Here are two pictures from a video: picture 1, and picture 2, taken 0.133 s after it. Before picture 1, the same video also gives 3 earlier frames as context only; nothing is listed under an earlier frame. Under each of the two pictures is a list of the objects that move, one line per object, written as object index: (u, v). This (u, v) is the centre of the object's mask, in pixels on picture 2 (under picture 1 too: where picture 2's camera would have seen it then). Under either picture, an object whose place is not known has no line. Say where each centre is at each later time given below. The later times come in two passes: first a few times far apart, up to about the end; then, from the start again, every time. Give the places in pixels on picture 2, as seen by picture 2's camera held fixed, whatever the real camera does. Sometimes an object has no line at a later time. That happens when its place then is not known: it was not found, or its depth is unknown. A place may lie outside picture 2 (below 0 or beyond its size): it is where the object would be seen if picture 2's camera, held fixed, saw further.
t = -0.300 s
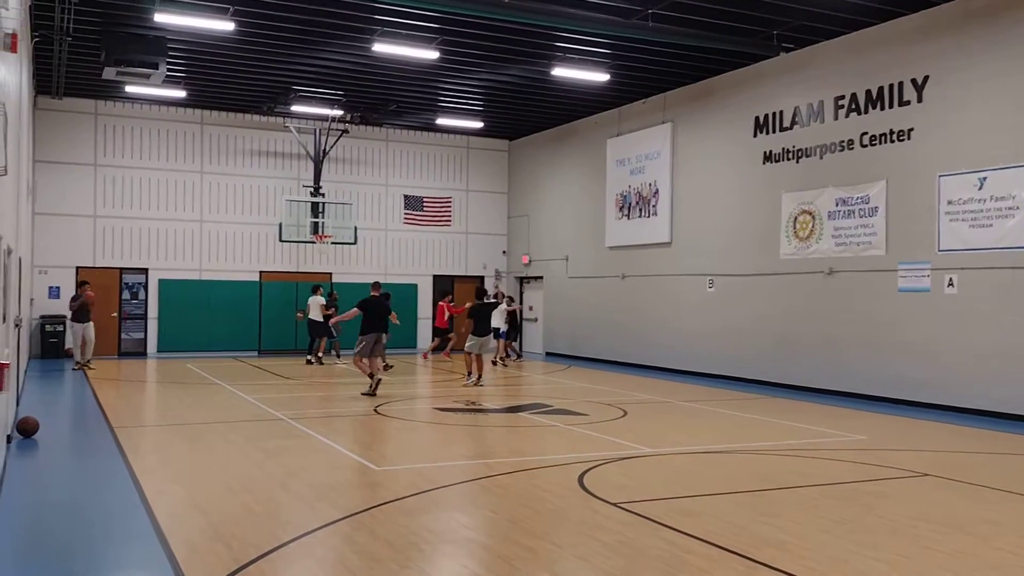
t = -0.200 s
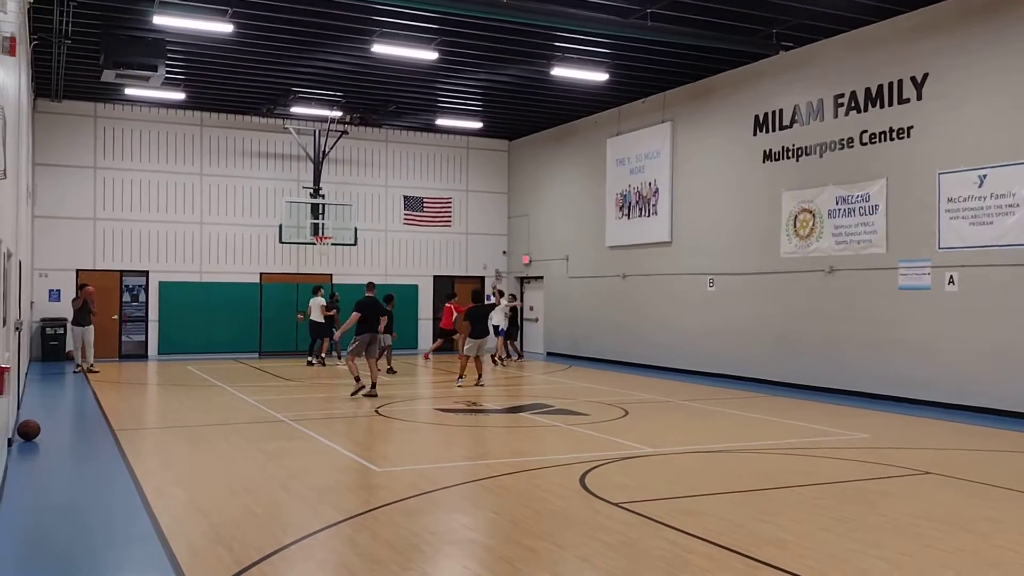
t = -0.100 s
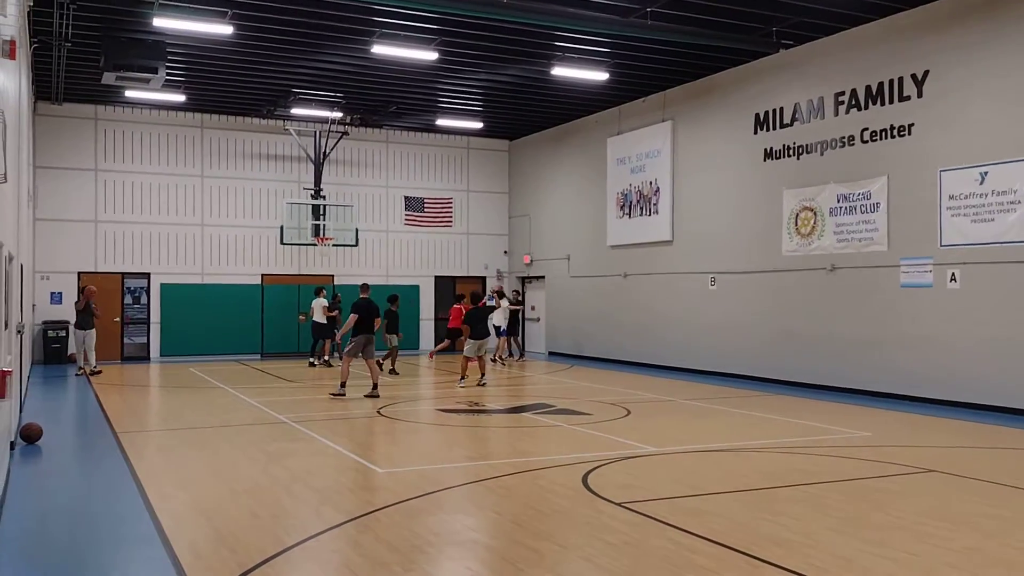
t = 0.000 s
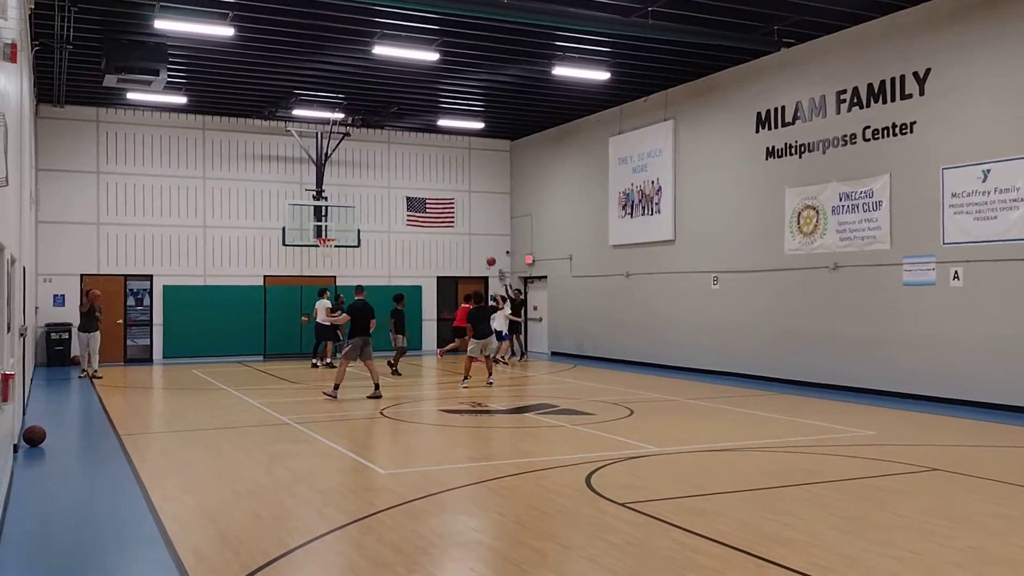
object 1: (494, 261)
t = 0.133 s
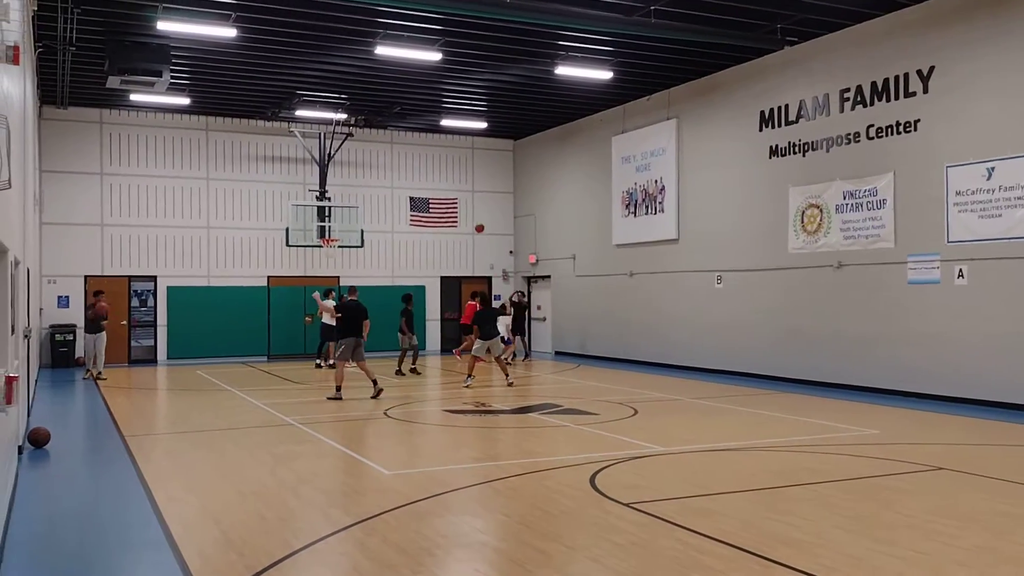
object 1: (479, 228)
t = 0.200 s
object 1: (471, 214)
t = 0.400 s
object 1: (447, 178)
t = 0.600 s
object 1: (422, 157)
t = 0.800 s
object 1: (394, 153)
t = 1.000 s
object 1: (364, 168)
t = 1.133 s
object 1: (342, 191)
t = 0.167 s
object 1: (475, 221)
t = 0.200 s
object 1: (471, 214)
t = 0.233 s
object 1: (468, 207)
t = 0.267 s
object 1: (464, 200)
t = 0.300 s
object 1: (459, 195)
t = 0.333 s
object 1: (456, 189)
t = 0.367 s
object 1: (451, 183)
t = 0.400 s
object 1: (447, 178)
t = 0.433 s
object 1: (443, 174)
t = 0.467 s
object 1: (439, 170)
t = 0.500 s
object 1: (435, 166)
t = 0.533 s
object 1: (431, 162)
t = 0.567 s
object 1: (426, 160)
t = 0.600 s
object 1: (422, 157)
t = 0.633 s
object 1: (417, 155)
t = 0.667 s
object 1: (413, 154)
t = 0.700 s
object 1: (408, 153)
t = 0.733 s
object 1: (404, 152)
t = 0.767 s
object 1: (399, 153)
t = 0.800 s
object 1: (394, 153)
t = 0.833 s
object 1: (389, 154)
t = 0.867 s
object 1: (385, 156)
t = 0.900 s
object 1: (379, 158)
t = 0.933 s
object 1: (375, 161)
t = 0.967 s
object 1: (369, 164)
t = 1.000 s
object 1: (364, 168)
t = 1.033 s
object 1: (359, 173)
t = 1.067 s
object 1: (353, 178)
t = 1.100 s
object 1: (348, 184)
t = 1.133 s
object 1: (342, 191)
